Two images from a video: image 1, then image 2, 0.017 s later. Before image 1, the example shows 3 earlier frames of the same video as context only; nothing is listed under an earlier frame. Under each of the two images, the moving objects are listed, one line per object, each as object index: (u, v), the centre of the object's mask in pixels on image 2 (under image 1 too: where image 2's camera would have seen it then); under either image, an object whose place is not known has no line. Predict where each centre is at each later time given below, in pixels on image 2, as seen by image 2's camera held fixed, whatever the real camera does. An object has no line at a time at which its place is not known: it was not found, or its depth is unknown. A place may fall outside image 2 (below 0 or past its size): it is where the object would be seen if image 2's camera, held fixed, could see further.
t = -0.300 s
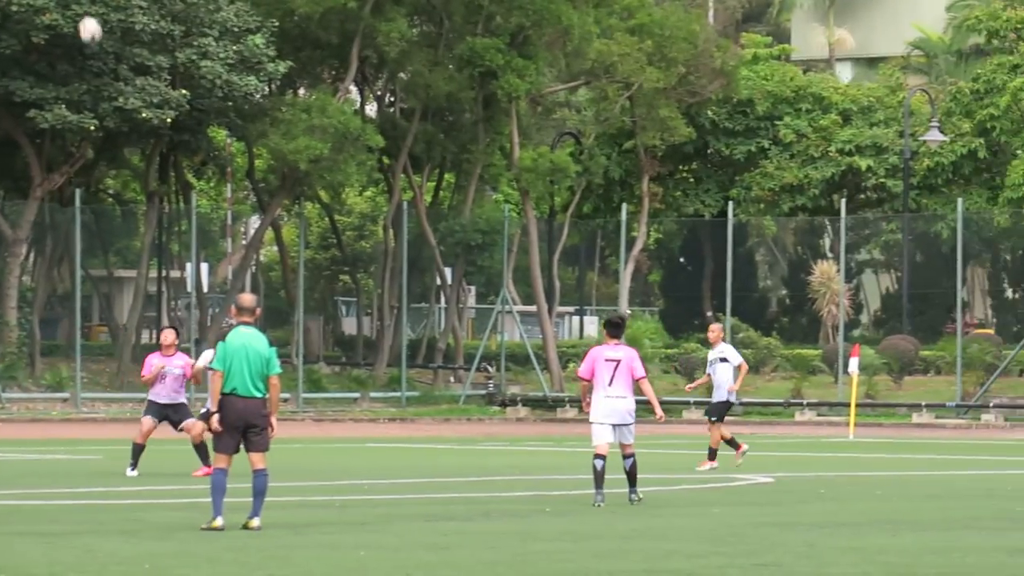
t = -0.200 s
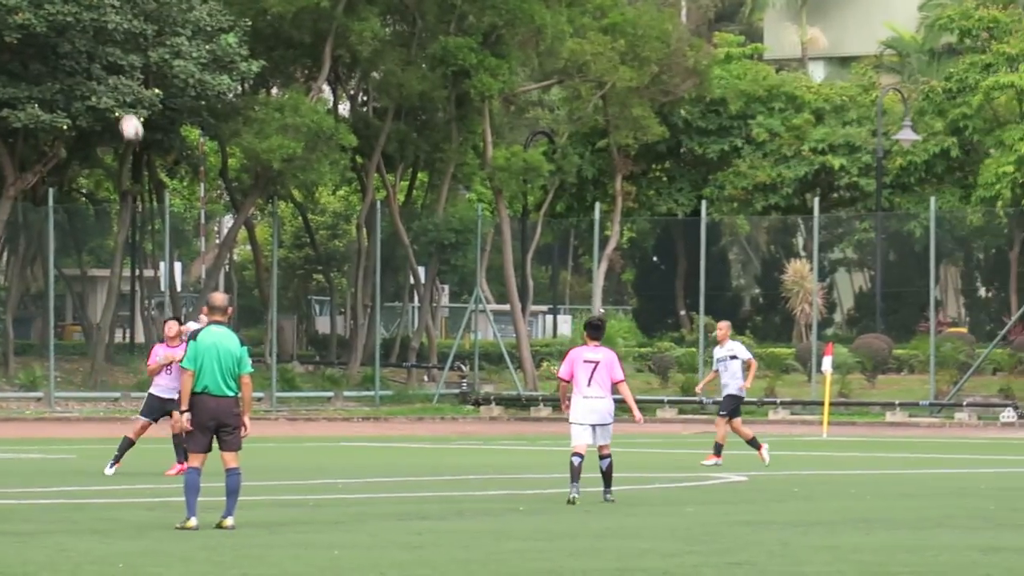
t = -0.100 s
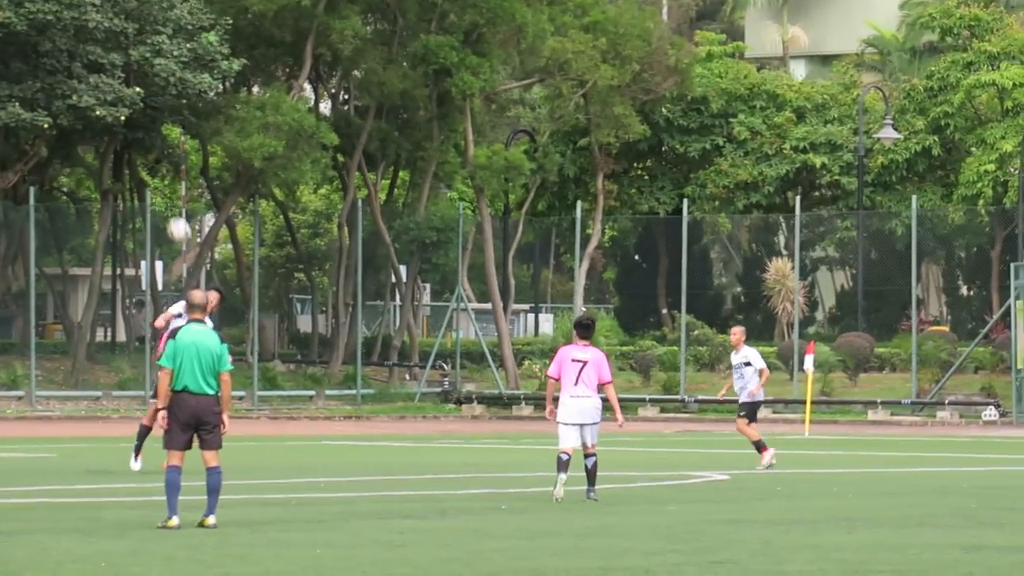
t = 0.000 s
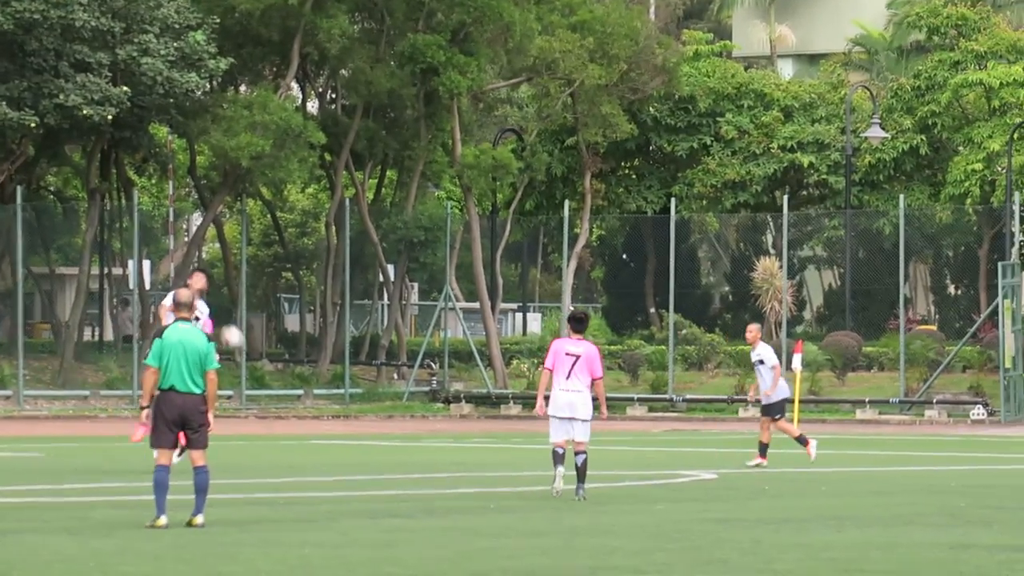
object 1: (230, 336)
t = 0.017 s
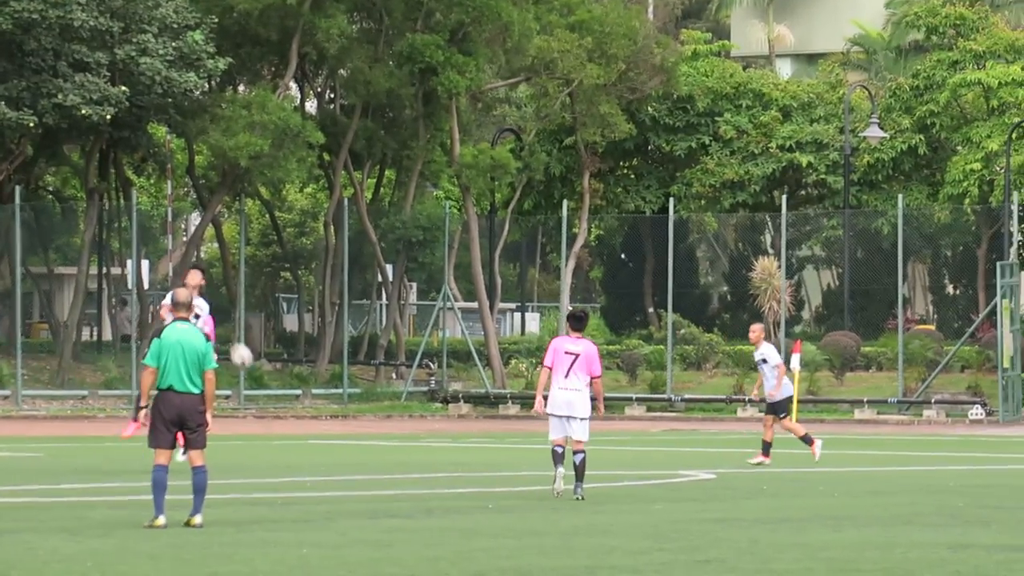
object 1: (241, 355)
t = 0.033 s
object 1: (251, 373)
